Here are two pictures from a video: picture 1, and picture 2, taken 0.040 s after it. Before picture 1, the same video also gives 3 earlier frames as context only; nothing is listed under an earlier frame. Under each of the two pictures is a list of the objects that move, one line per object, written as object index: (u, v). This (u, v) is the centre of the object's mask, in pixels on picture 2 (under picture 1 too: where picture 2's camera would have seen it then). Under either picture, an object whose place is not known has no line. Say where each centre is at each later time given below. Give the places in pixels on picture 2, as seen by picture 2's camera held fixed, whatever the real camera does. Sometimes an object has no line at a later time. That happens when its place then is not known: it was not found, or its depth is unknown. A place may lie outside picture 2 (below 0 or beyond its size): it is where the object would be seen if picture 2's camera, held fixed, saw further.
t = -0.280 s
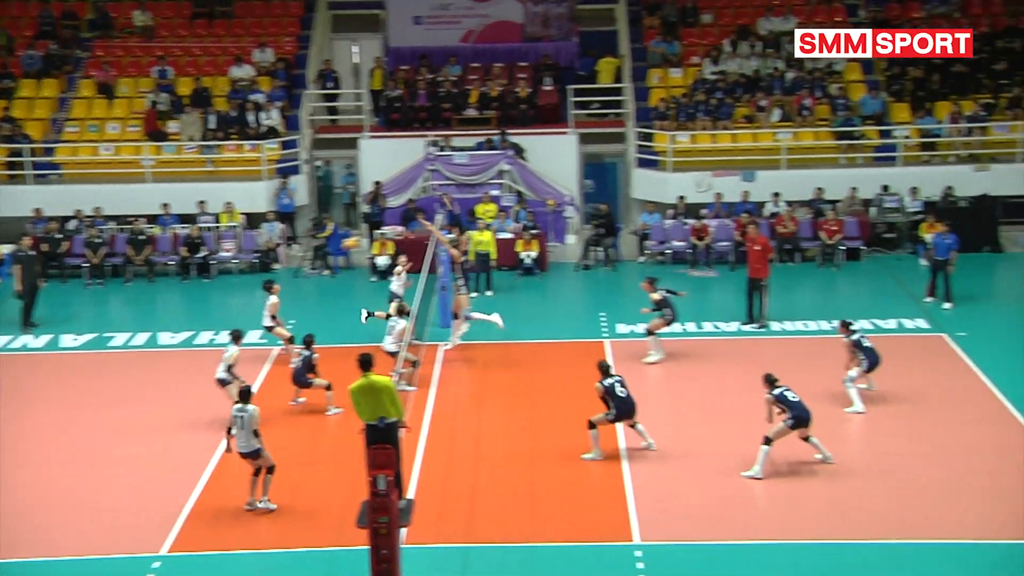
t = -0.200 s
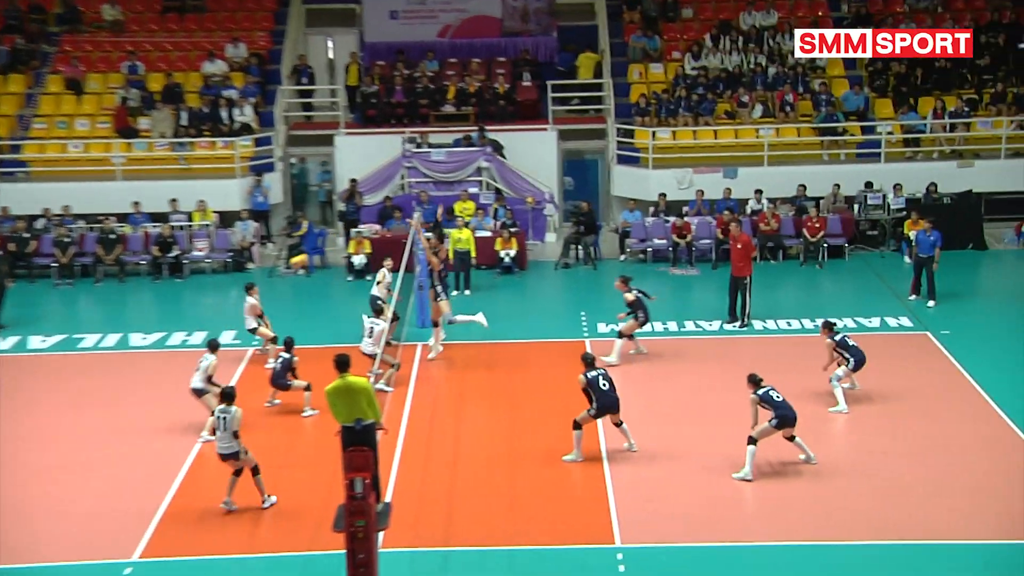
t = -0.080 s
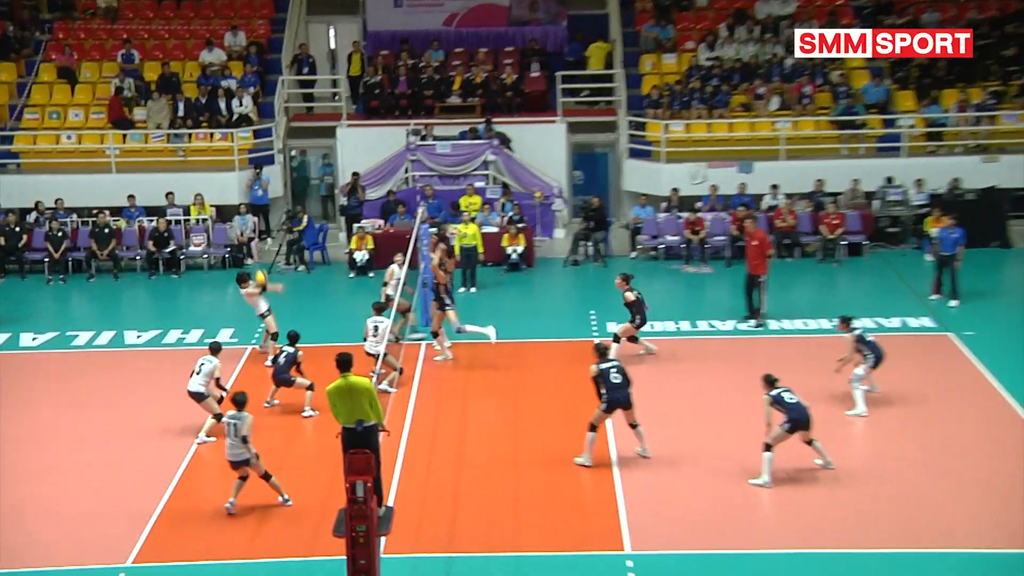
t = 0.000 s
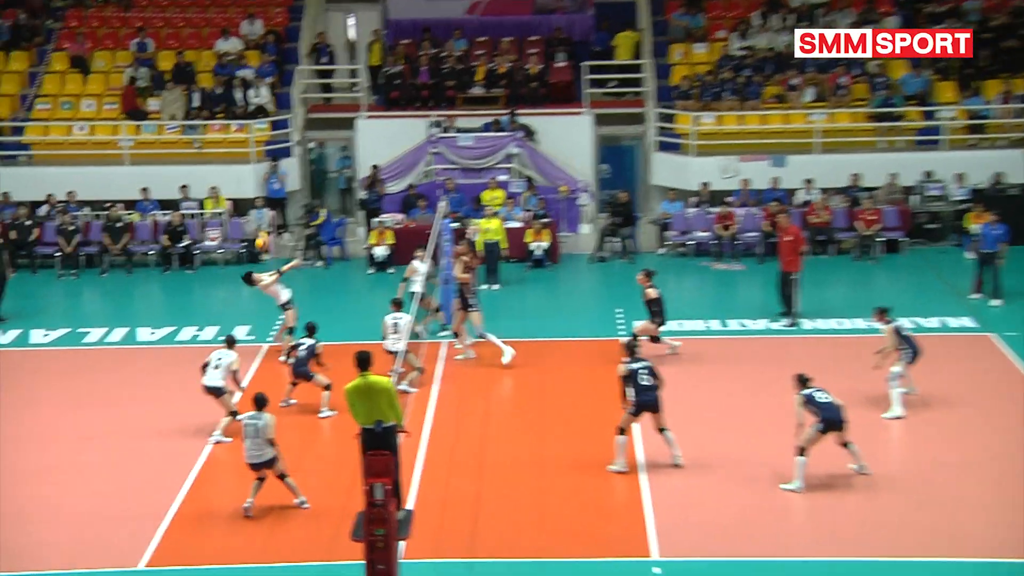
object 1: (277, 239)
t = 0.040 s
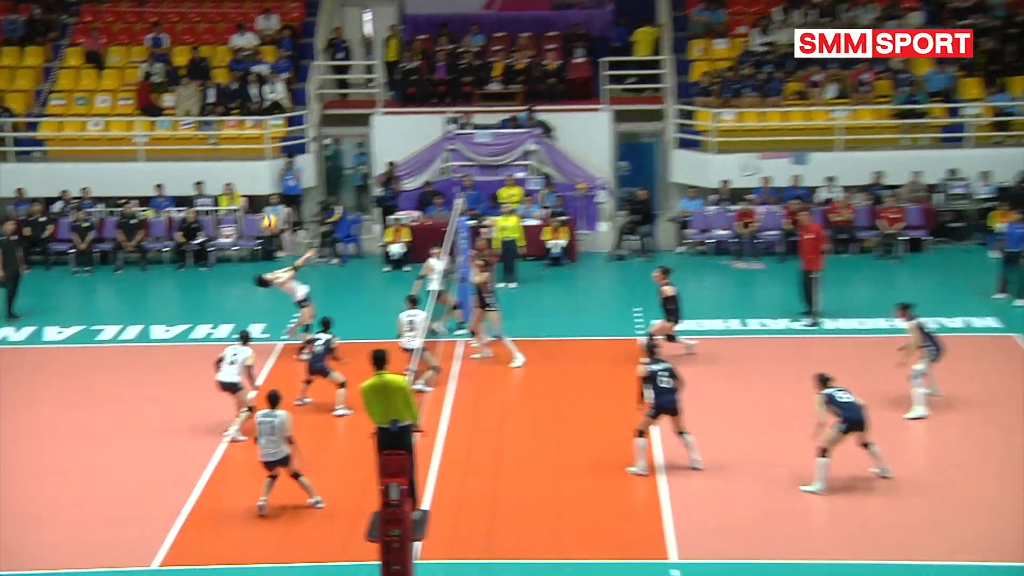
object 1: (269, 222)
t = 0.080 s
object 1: (261, 208)
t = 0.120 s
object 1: (253, 196)
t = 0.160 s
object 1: (245, 182)
